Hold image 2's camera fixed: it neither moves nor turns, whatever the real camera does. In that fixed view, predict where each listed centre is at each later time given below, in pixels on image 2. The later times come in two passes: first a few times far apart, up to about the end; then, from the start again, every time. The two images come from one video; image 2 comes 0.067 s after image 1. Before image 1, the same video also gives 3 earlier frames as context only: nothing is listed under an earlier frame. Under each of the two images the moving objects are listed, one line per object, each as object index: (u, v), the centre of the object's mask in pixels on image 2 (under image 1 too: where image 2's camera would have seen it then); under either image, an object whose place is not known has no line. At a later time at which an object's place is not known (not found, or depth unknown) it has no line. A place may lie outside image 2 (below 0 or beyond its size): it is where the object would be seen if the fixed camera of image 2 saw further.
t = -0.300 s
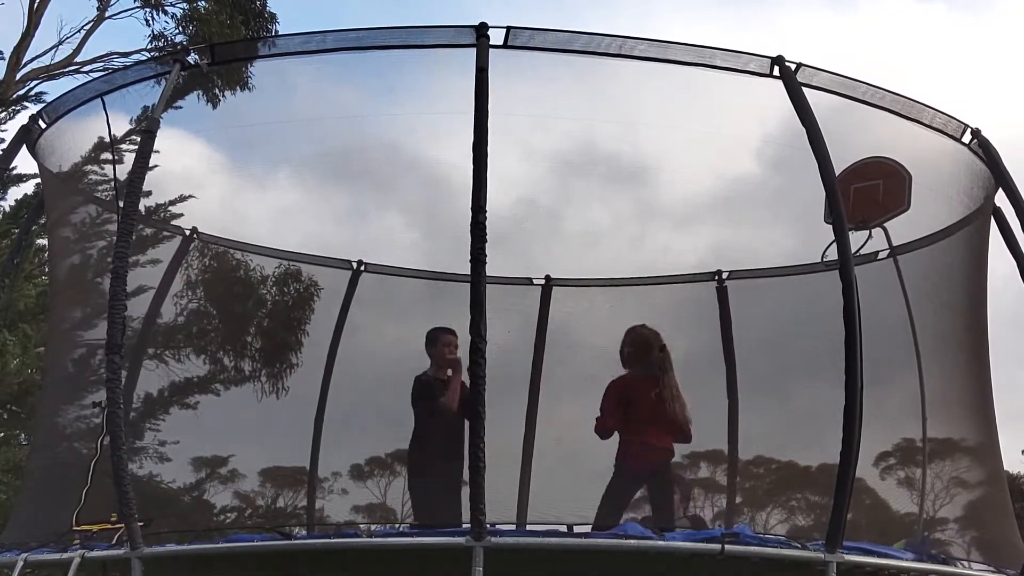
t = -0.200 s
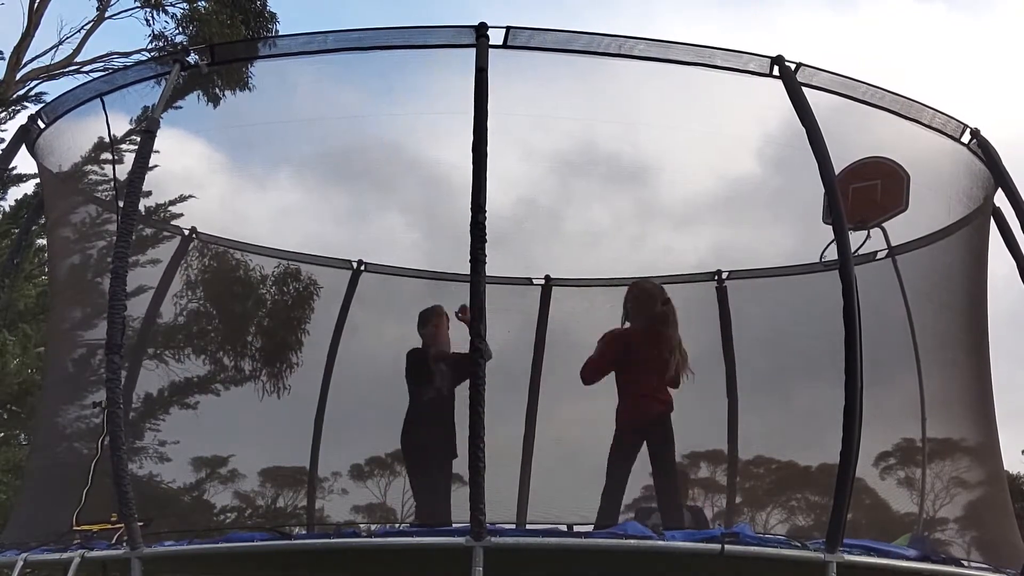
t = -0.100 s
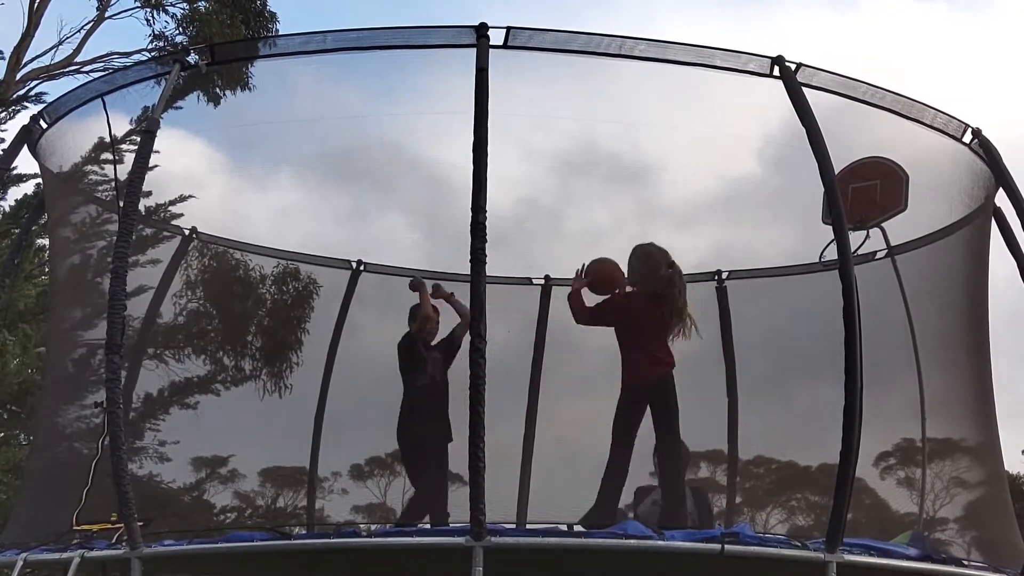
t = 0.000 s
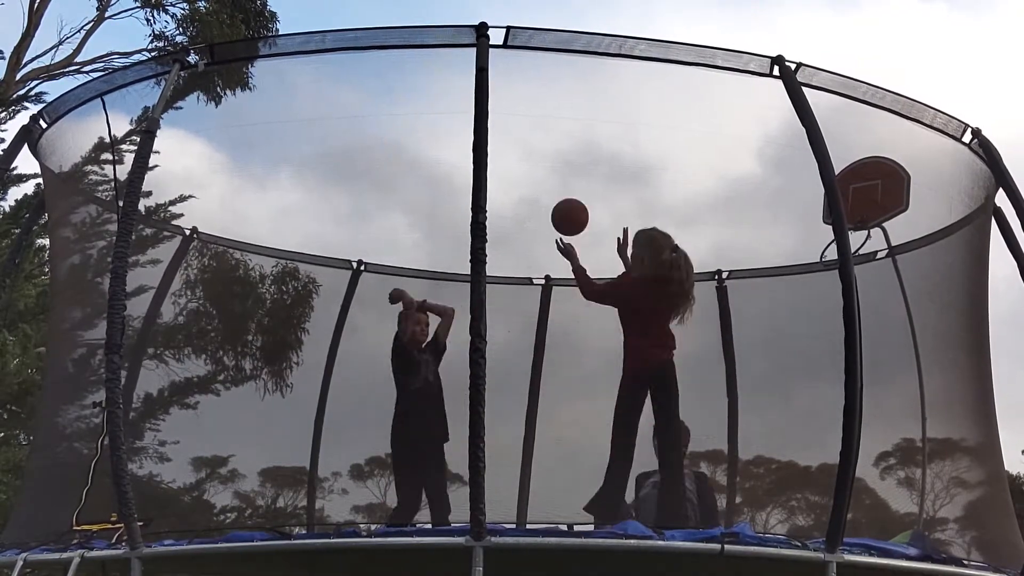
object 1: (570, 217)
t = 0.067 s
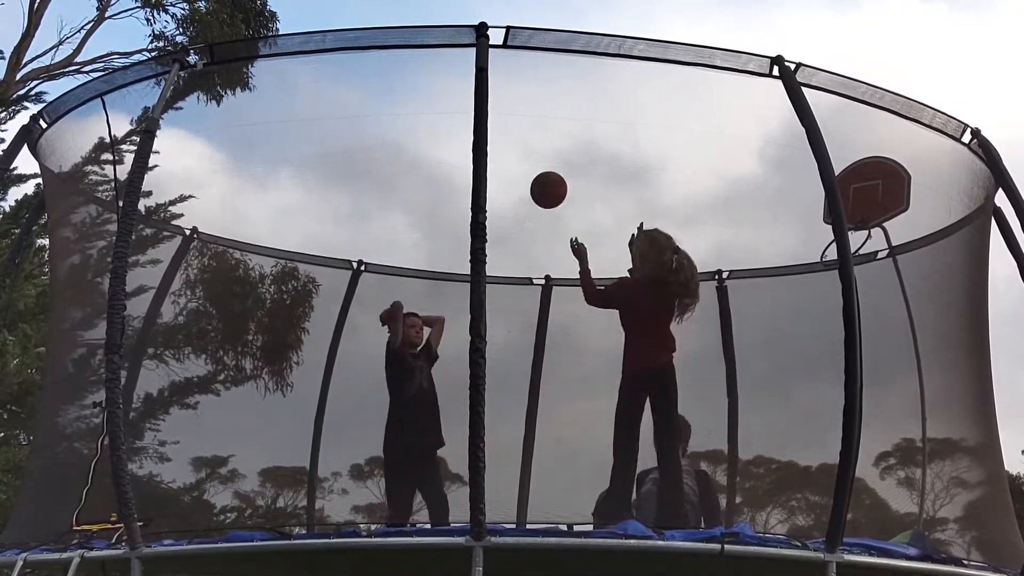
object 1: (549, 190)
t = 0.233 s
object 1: (500, 160)
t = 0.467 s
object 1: (432, 205)
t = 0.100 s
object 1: (538, 180)
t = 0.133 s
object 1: (528, 172)
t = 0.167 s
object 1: (518, 166)
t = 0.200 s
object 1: (508, 162)
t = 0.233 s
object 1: (500, 160)
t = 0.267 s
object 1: (495, 161)
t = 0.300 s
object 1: (476, 164)
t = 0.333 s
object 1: (465, 168)
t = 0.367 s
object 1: (458, 174)
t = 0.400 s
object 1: (451, 183)
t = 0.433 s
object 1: (441, 193)
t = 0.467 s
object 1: (432, 205)
